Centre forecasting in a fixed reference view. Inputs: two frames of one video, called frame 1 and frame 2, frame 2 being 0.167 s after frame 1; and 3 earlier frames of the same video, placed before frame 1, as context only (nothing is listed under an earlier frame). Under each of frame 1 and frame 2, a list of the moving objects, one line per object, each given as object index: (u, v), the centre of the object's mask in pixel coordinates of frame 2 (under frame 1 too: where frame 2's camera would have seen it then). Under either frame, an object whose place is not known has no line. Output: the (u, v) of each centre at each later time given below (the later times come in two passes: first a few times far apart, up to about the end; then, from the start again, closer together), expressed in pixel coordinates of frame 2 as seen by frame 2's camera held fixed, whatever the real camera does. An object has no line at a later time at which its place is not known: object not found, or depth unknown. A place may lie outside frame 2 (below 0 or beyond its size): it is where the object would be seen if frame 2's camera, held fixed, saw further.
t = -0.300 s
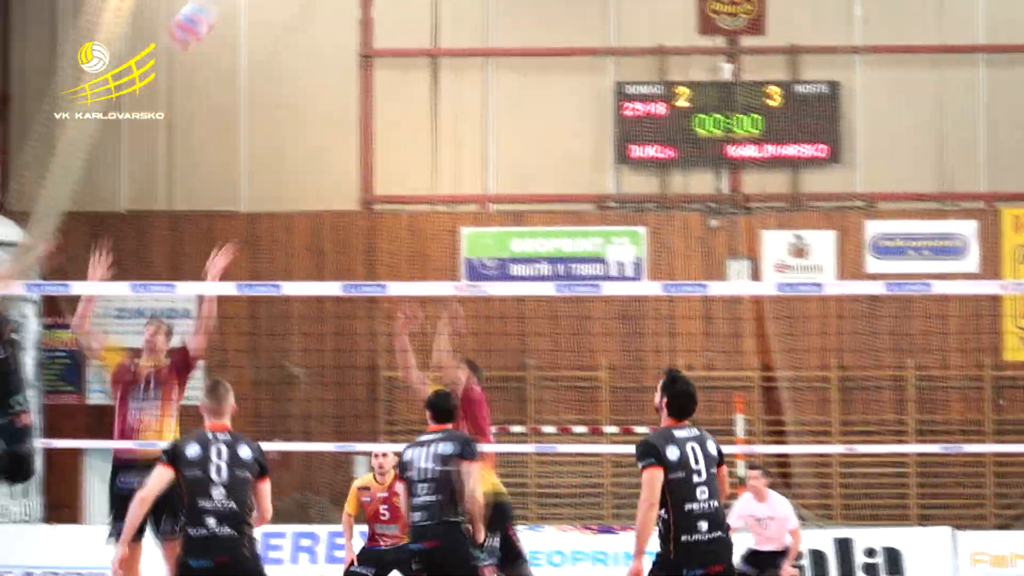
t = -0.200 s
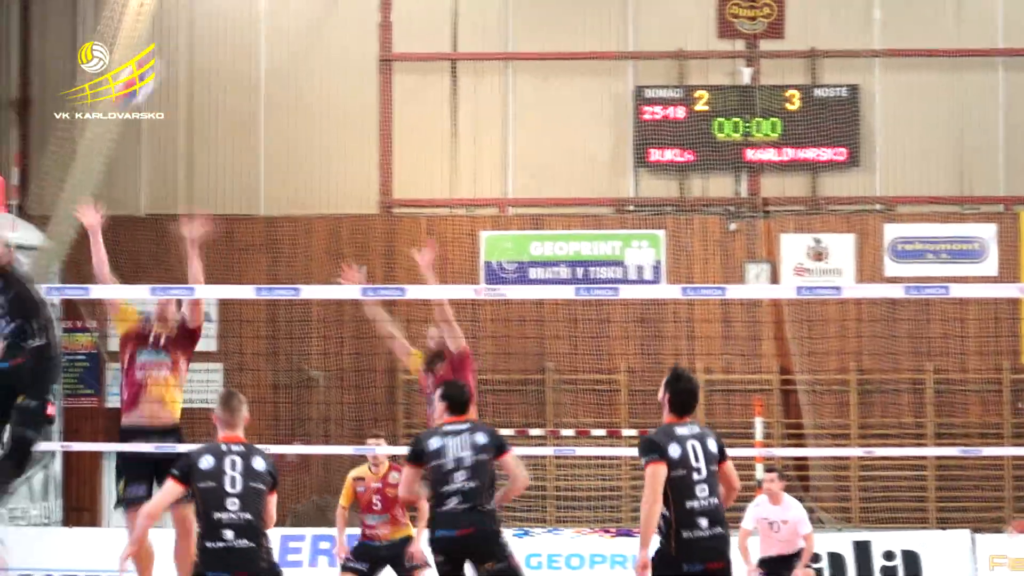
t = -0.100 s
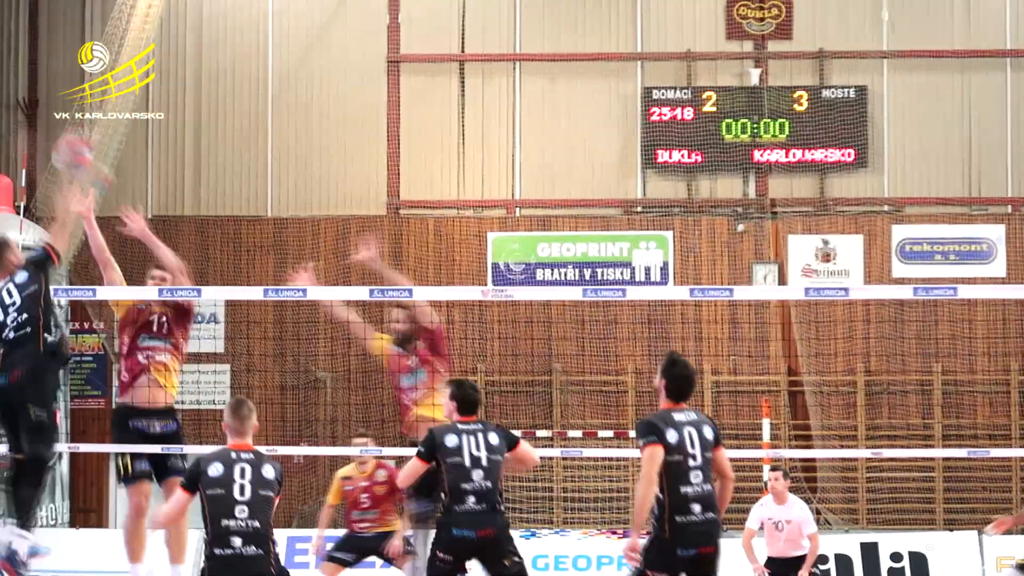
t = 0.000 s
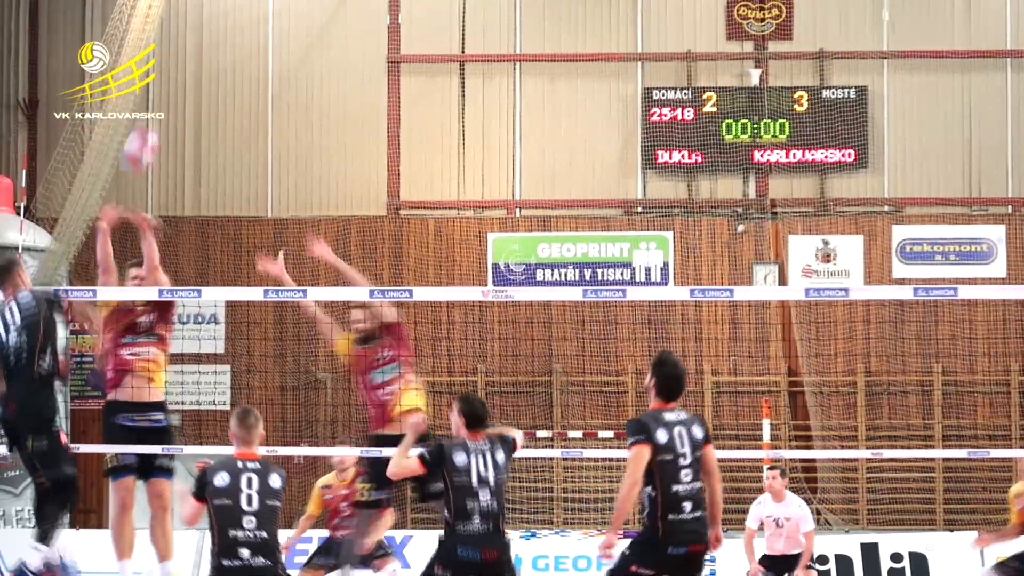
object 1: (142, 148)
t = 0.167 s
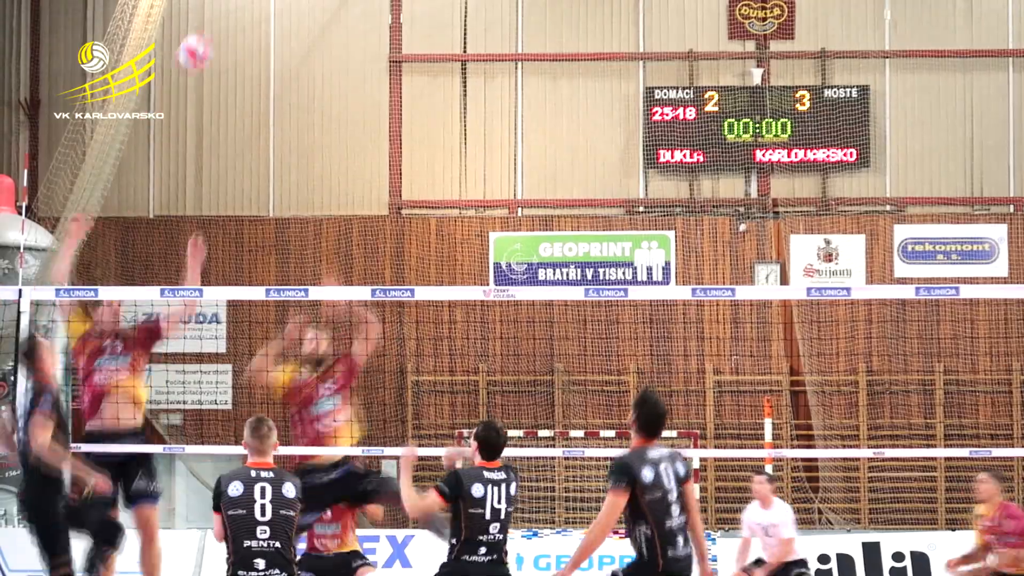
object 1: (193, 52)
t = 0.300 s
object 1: (232, 15)
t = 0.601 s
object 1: (310, 32)
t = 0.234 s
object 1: (213, 29)
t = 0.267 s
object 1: (222, 20)
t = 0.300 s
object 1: (232, 15)
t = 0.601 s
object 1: (310, 32)
